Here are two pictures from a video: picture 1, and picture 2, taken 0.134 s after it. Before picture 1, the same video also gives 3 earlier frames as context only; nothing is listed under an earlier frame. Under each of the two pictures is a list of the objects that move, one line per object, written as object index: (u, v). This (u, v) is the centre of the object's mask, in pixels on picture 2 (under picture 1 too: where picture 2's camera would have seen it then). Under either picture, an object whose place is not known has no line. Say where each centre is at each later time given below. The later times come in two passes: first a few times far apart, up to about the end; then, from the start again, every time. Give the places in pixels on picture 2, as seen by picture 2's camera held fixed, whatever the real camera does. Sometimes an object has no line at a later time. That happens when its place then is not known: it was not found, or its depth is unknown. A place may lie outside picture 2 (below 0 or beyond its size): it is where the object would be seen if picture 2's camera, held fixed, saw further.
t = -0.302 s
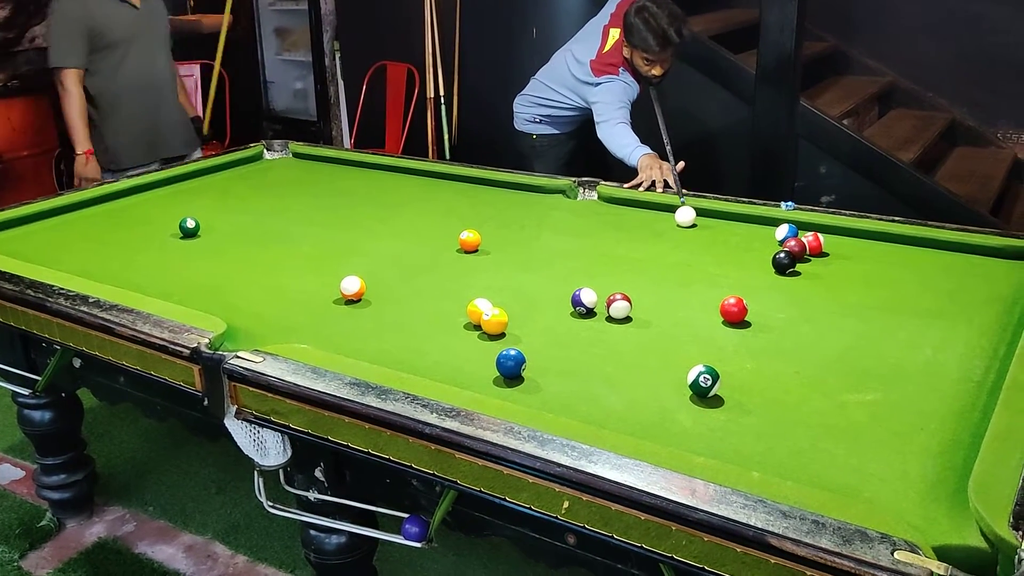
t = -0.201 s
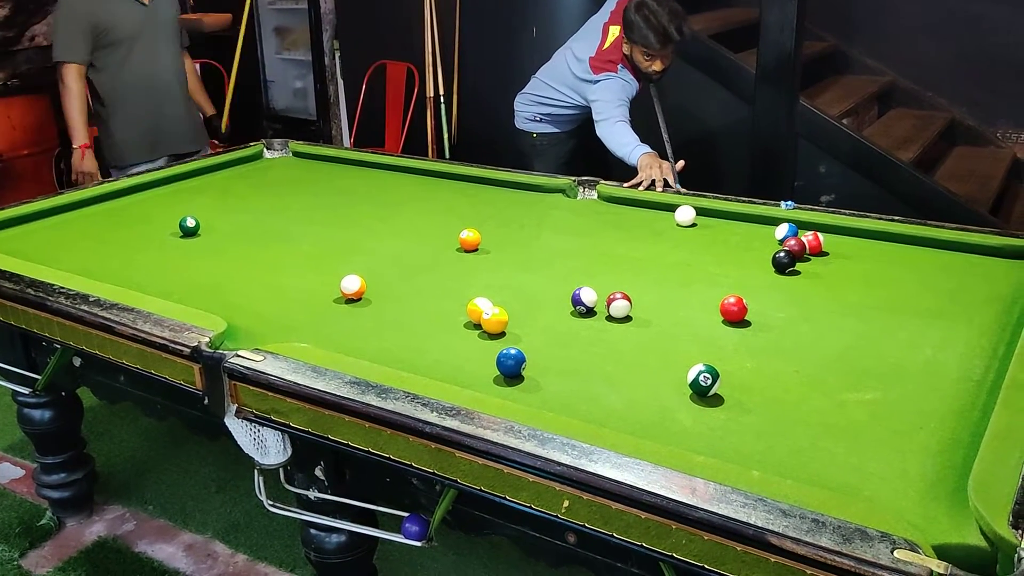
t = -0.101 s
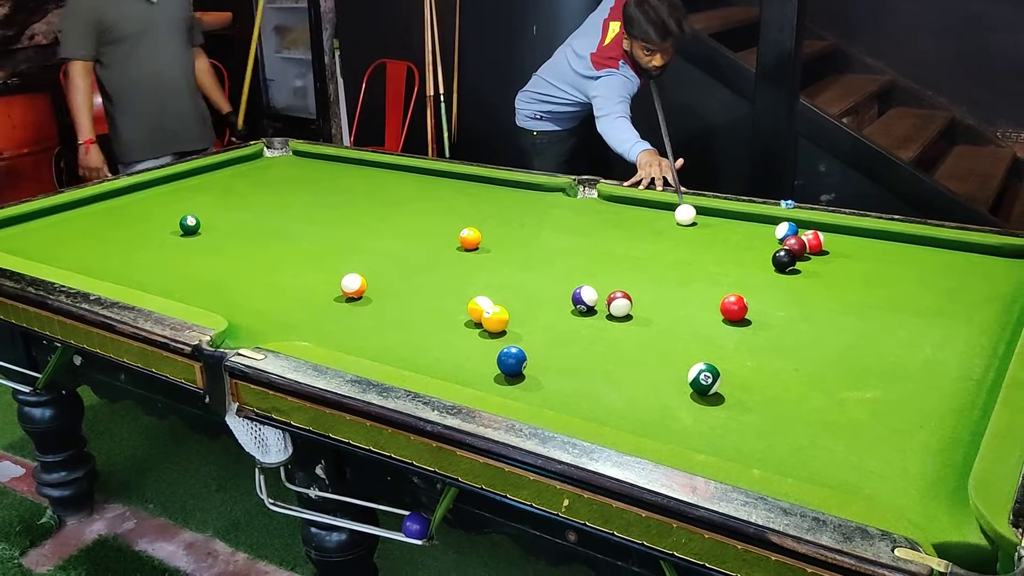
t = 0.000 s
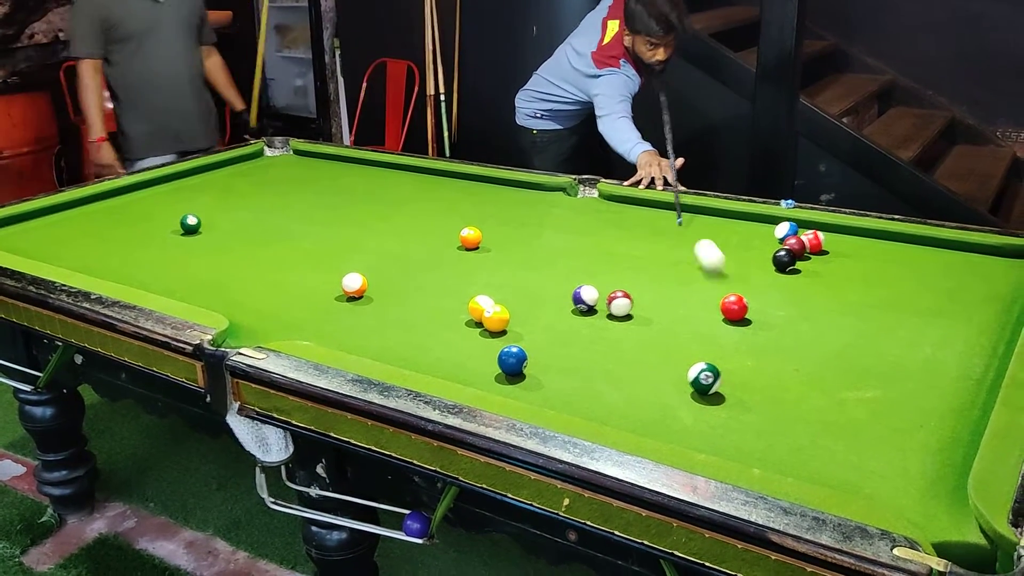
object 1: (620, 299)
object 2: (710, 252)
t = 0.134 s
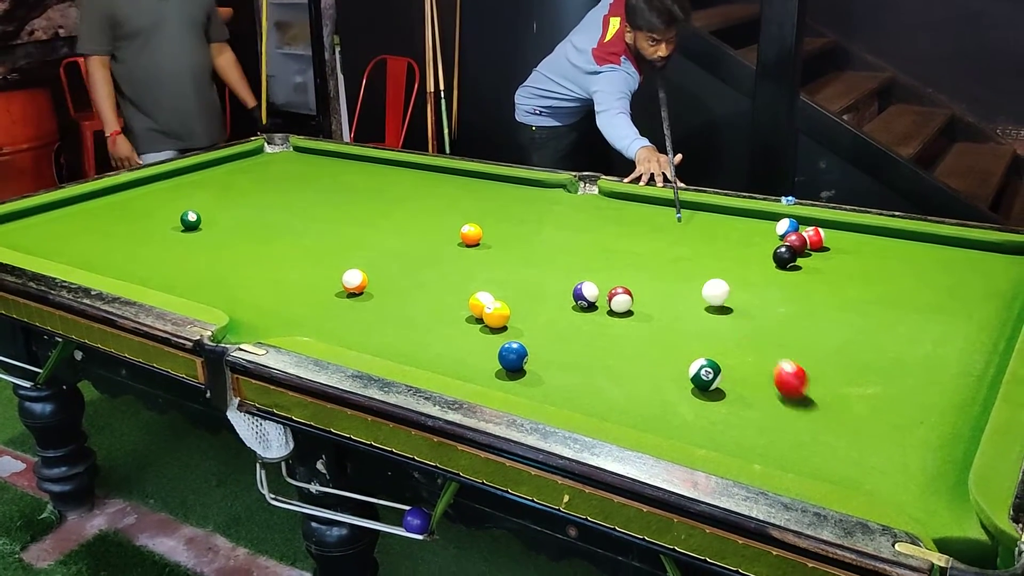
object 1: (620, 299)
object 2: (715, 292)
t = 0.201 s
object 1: (620, 299)
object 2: (708, 297)
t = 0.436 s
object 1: (620, 299)
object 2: (680, 306)
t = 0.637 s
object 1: (620, 299)
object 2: (653, 309)
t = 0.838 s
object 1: (617, 284)
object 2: (639, 304)
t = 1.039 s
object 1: (622, 272)
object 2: (638, 303)
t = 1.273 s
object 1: (626, 258)
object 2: (638, 303)
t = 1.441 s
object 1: (624, 248)
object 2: (638, 303)
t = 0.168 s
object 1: (620, 299)
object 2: (711, 295)
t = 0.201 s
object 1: (620, 299)
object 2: (708, 297)
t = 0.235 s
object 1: (620, 299)
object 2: (704, 299)
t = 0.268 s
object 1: (620, 299)
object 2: (700, 300)
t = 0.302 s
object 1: (620, 299)
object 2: (696, 301)
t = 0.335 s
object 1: (620, 299)
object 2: (692, 303)
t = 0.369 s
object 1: (620, 299)
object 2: (688, 304)
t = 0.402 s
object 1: (620, 299)
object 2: (684, 305)
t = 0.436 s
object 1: (620, 299)
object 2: (680, 306)
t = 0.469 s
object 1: (620, 299)
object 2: (677, 307)
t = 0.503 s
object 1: (620, 299)
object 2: (673, 308)
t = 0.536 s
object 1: (620, 299)
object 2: (669, 309)
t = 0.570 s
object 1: (620, 299)
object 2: (665, 310)
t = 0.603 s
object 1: (620, 299)
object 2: (662, 311)
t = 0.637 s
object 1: (620, 299)
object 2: (653, 309)
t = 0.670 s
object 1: (612, 297)
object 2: (641, 305)
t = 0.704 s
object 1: (613, 294)
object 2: (641, 305)
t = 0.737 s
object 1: (614, 290)
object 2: (640, 305)
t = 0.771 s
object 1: (615, 289)
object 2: (640, 305)
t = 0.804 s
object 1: (616, 286)
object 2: (640, 304)
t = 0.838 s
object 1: (617, 284)
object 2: (639, 304)
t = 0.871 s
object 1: (618, 282)
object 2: (639, 304)
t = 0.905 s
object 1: (619, 280)
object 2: (639, 304)
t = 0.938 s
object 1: (620, 278)
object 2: (638, 303)
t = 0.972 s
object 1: (620, 276)
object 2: (638, 303)
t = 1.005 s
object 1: (621, 273)
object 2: (638, 303)
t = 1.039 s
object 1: (622, 272)
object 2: (638, 303)
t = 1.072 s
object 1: (623, 270)
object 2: (638, 303)
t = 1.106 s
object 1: (624, 268)
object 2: (638, 303)
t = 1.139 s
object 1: (624, 267)
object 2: (638, 303)
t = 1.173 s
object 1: (625, 265)
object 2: (637, 303)
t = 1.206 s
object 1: (625, 262)
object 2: (637, 303)
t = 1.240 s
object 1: (626, 261)
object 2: (637, 303)
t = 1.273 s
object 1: (626, 258)
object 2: (638, 303)
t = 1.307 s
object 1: (625, 256)
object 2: (638, 303)
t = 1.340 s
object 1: (625, 255)
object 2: (638, 303)
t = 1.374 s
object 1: (625, 253)
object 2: (638, 303)
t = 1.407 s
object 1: (625, 250)
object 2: (638, 303)
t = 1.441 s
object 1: (624, 248)
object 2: (638, 303)
